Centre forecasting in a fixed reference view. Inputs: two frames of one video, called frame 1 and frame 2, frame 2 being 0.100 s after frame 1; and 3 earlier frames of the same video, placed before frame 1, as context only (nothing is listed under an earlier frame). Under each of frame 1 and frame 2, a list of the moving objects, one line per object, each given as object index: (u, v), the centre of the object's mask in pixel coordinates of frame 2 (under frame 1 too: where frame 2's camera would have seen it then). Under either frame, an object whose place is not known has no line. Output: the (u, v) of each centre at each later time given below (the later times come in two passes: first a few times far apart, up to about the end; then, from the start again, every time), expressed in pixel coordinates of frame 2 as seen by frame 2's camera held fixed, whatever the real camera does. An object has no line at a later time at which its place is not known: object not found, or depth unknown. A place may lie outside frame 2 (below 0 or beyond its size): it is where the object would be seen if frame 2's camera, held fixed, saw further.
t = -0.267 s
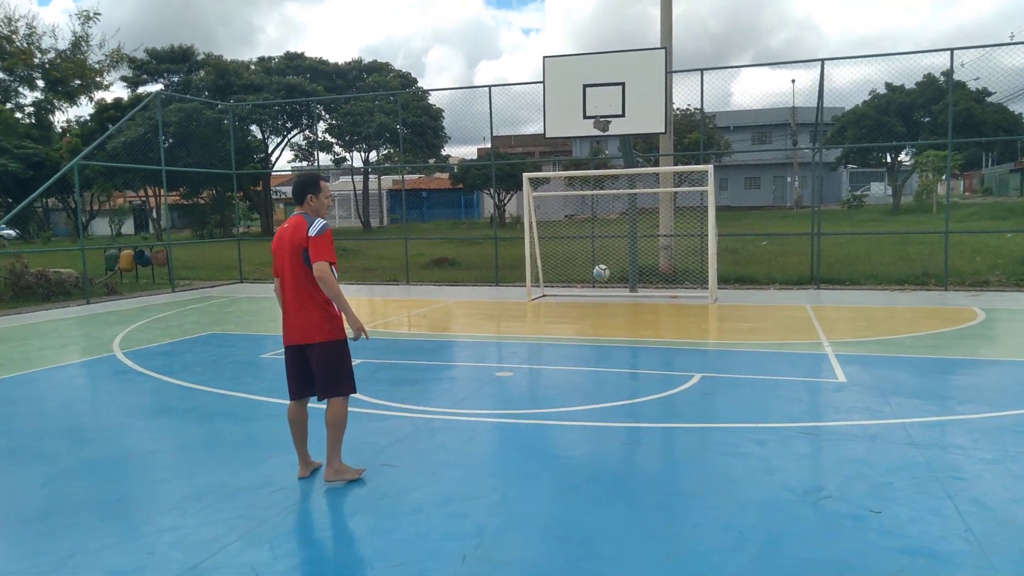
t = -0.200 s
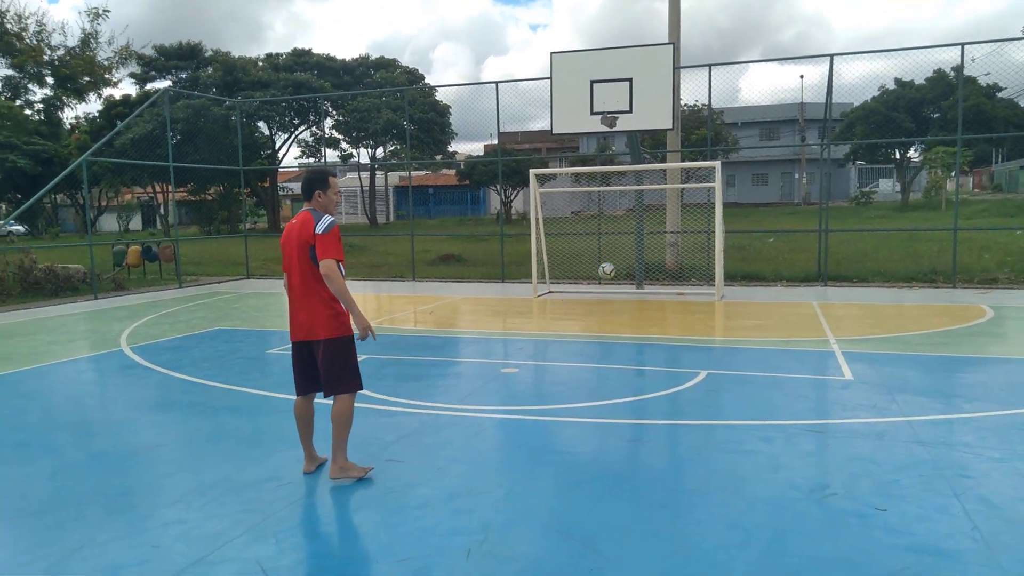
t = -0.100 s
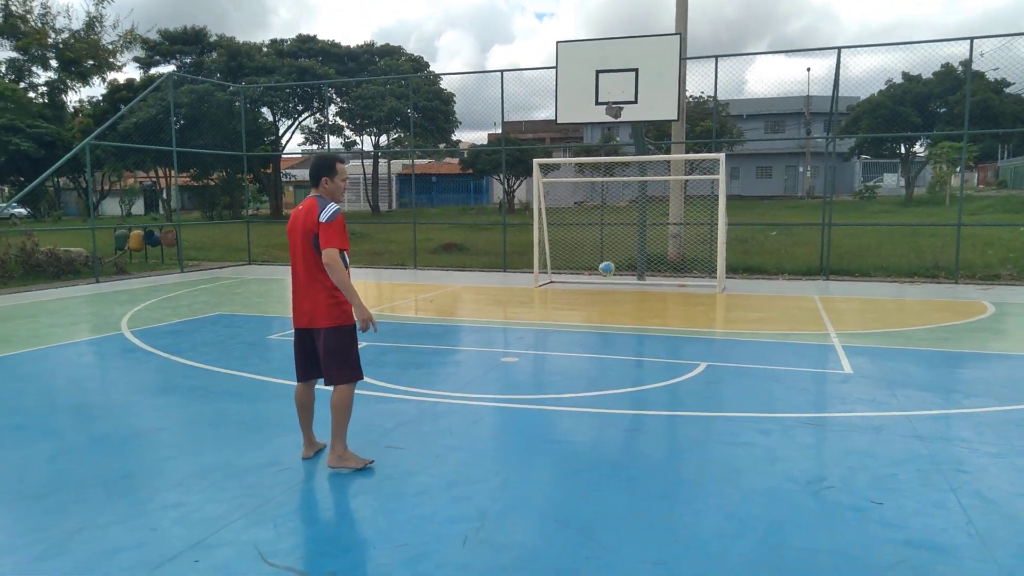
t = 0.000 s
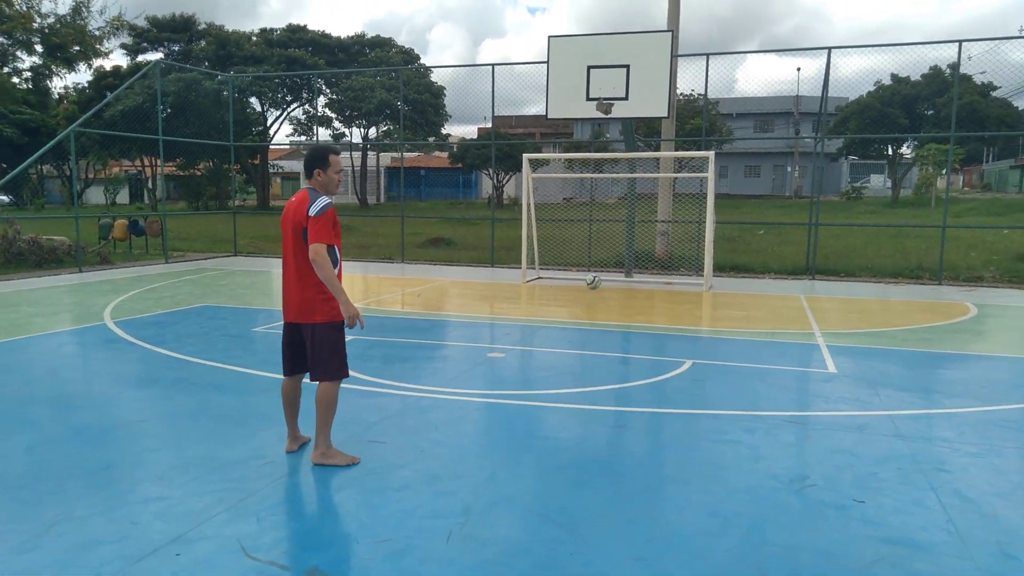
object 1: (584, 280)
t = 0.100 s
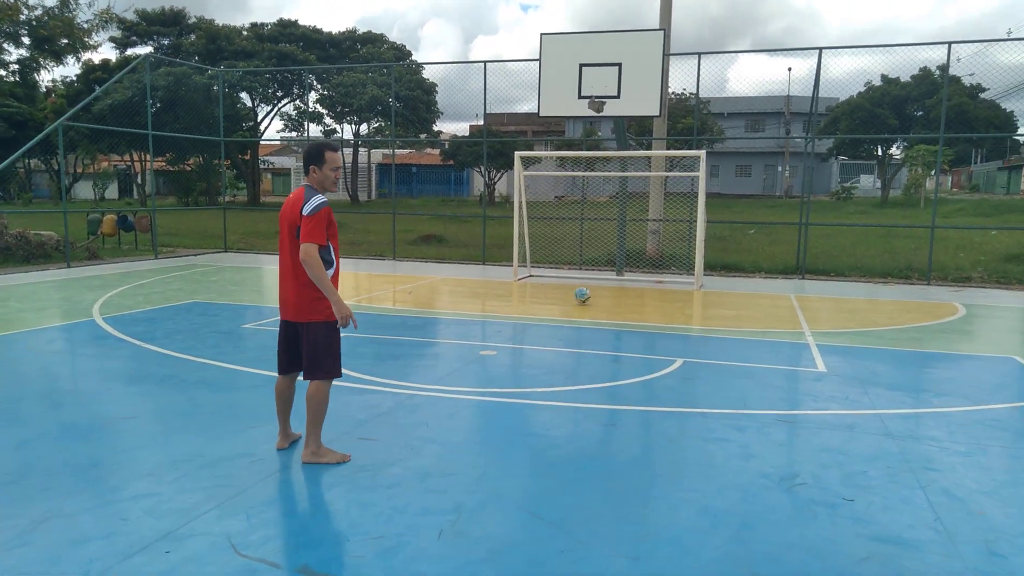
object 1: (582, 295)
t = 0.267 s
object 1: (580, 279)
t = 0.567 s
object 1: (573, 305)
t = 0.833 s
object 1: (568, 299)
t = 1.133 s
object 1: (560, 307)
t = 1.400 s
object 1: (551, 317)
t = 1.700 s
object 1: (541, 322)
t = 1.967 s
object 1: (531, 329)
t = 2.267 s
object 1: (519, 335)
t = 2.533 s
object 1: (506, 341)
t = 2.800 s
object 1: (492, 347)
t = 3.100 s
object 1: (475, 354)
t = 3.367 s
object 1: (458, 362)
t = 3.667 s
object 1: (437, 371)
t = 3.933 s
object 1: (416, 379)
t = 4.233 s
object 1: (389, 389)
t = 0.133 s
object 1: (582, 290)
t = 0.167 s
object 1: (581, 286)
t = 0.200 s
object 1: (581, 283)
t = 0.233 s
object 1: (580, 281)
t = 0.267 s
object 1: (580, 279)
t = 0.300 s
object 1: (579, 279)
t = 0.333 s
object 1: (579, 279)
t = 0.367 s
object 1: (578, 280)
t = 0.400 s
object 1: (577, 282)
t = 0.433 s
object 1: (577, 285)
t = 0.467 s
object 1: (576, 289)
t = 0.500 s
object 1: (575, 293)
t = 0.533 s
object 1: (574, 298)
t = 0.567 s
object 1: (573, 305)
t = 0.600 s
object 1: (573, 301)
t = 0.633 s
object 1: (572, 298)
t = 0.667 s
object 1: (572, 296)
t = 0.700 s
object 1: (571, 295)
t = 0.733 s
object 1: (570, 294)
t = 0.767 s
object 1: (569, 295)
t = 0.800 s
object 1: (568, 296)
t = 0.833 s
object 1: (568, 299)
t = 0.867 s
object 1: (567, 302)
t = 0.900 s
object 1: (566, 306)
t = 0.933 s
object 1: (565, 310)
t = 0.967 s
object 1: (564, 308)
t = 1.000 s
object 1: (563, 305)
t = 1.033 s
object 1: (562, 304)
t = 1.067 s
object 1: (561, 304)
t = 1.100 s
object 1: (561, 305)
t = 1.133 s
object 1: (560, 307)
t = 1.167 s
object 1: (558, 309)
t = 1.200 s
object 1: (557, 313)
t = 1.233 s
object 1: (556, 314)
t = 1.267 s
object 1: (555, 313)
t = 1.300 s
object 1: (554, 312)
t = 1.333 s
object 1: (554, 313)
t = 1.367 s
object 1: (553, 314)
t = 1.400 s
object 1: (551, 317)
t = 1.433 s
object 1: (550, 318)
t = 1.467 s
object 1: (549, 317)
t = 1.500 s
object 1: (548, 317)
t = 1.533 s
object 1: (547, 318)
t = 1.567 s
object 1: (546, 320)
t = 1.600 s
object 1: (545, 321)
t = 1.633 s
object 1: (544, 321)
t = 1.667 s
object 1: (543, 321)
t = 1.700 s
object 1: (541, 322)
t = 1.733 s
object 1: (540, 324)
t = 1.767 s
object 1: (539, 324)
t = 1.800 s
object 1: (538, 324)
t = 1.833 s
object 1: (537, 326)
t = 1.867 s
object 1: (535, 327)
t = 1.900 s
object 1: (534, 327)
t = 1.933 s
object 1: (532, 328)
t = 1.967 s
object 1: (531, 329)
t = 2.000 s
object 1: (530, 329)
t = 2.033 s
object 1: (529, 330)
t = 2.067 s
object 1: (527, 331)
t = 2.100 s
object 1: (526, 332)
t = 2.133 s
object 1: (525, 332)
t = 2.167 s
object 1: (523, 333)
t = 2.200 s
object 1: (522, 333)
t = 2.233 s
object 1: (520, 334)
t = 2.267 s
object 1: (519, 335)
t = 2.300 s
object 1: (517, 335)
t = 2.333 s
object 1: (515, 337)
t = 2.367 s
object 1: (514, 337)
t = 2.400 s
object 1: (513, 338)
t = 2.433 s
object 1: (511, 338)
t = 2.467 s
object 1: (509, 340)
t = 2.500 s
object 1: (508, 340)
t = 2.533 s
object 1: (506, 341)
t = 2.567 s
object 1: (504, 342)
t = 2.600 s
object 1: (503, 342)
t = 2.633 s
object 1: (501, 343)
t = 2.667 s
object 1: (500, 344)
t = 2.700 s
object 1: (498, 345)
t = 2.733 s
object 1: (496, 345)
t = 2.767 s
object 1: (494, 347)
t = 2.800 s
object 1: (492, 347)
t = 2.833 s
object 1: (490, 348)
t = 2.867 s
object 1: (489, 348)
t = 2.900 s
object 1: (487, 350)
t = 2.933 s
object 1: (485, 350)
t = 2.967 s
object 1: (483, 351)
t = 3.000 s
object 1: (481, 352)
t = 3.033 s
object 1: (479, 353)
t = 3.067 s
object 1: (477, 355)
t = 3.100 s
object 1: (475, 354)
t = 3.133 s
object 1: (473, 355)
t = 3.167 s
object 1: (471, 356)
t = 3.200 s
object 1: (469, 357)
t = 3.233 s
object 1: (467, 358)
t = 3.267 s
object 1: (465, 359)
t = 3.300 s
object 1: (463, 360)
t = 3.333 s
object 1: (460, 361)
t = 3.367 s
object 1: (458, 362)
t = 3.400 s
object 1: (456, 363)
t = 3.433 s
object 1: (454, 364)
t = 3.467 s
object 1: (451, 365)
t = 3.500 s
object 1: (449, 365)
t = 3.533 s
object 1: (447, 366)
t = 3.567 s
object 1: (444, 367)
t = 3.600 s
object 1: (442, 368)
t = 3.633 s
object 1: (439, 370)
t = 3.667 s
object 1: (437, 371)
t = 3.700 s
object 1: (434, 372)
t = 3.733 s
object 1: (432, 373)
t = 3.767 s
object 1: (430, 374)
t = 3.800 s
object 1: (427, 375)
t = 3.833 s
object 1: (424, 376)
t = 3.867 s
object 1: (421, 377)
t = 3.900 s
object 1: (419, 378)
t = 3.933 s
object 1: (416, 379)
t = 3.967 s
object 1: (413, 380)
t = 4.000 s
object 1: (410, 381)
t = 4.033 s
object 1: (407, 382)
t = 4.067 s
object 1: (404, 383)
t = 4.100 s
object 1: (401, 384)
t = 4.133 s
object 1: (398, 385)
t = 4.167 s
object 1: (395, 387)
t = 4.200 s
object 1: (392, 388)
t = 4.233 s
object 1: (389, 389)
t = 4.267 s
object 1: (386, 390)
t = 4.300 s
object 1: (383, 392)
